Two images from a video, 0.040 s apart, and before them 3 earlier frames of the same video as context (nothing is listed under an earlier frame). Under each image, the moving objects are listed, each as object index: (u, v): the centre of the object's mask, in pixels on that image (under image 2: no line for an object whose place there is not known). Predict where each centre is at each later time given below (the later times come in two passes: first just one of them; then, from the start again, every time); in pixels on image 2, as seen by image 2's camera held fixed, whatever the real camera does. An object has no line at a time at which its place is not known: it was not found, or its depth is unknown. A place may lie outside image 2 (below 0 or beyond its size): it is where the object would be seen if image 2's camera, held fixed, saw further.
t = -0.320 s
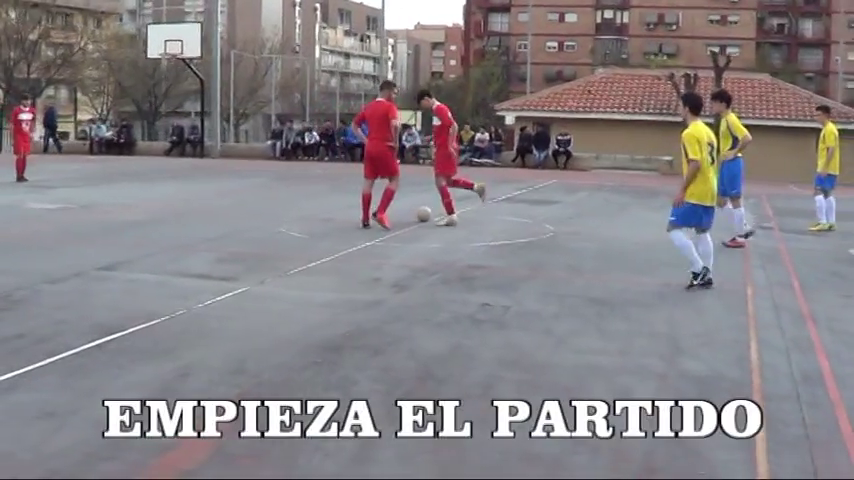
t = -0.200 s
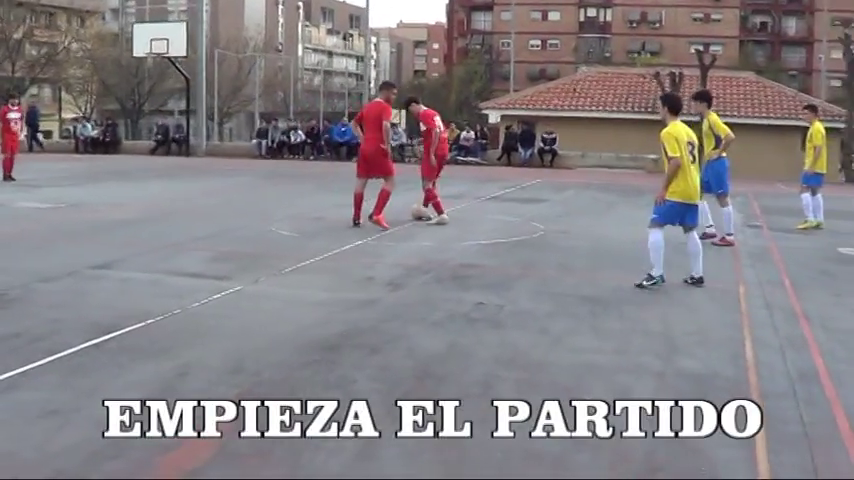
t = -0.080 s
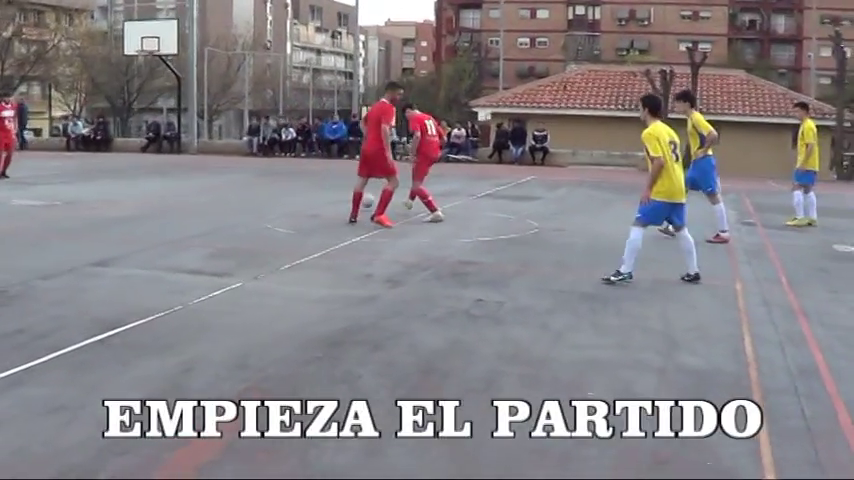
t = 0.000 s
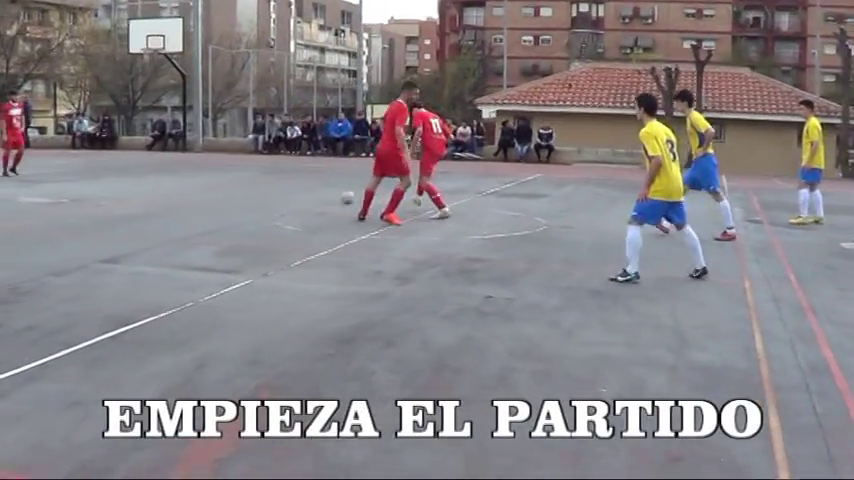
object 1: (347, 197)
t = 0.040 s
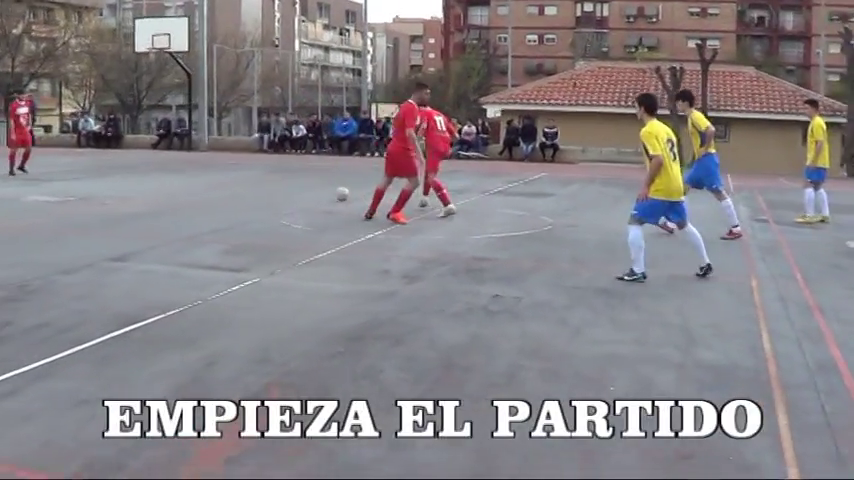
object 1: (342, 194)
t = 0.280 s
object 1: (287, 188)
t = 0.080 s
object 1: (331, 193)
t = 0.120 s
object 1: (321, 192)
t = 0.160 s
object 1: (312, 191)
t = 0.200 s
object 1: (303, 189)
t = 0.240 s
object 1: (295, 188)
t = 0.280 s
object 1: (287, 188)
